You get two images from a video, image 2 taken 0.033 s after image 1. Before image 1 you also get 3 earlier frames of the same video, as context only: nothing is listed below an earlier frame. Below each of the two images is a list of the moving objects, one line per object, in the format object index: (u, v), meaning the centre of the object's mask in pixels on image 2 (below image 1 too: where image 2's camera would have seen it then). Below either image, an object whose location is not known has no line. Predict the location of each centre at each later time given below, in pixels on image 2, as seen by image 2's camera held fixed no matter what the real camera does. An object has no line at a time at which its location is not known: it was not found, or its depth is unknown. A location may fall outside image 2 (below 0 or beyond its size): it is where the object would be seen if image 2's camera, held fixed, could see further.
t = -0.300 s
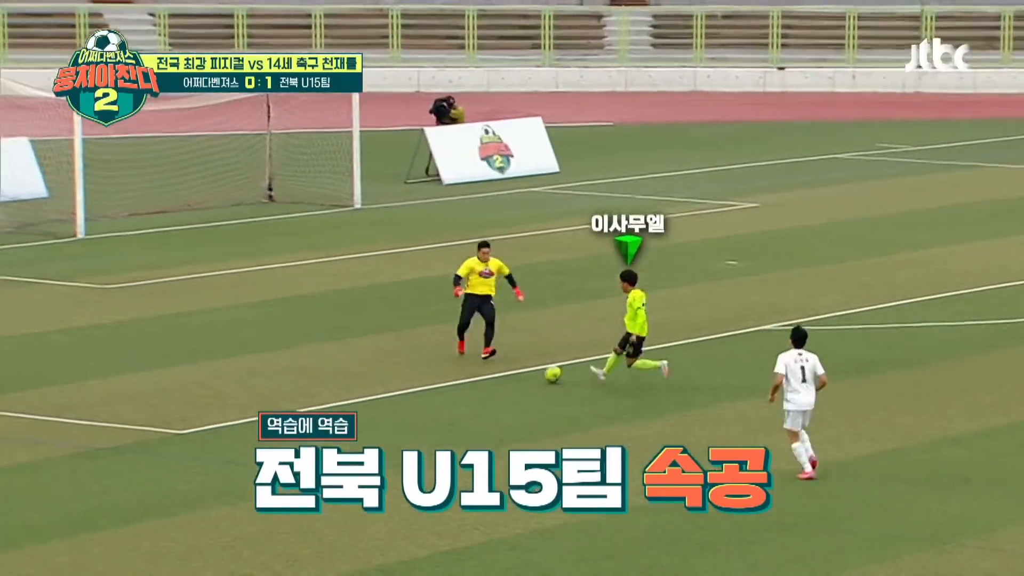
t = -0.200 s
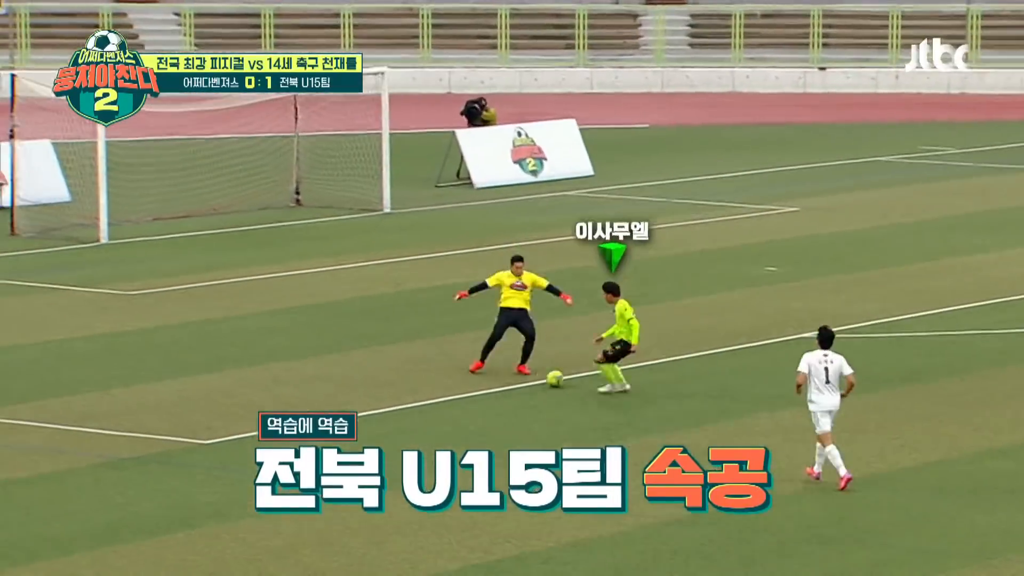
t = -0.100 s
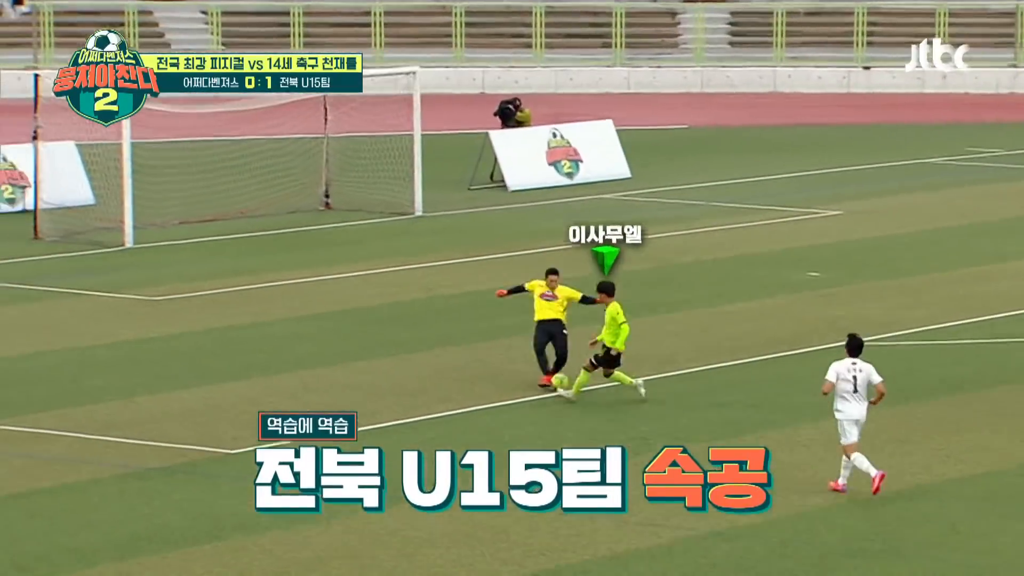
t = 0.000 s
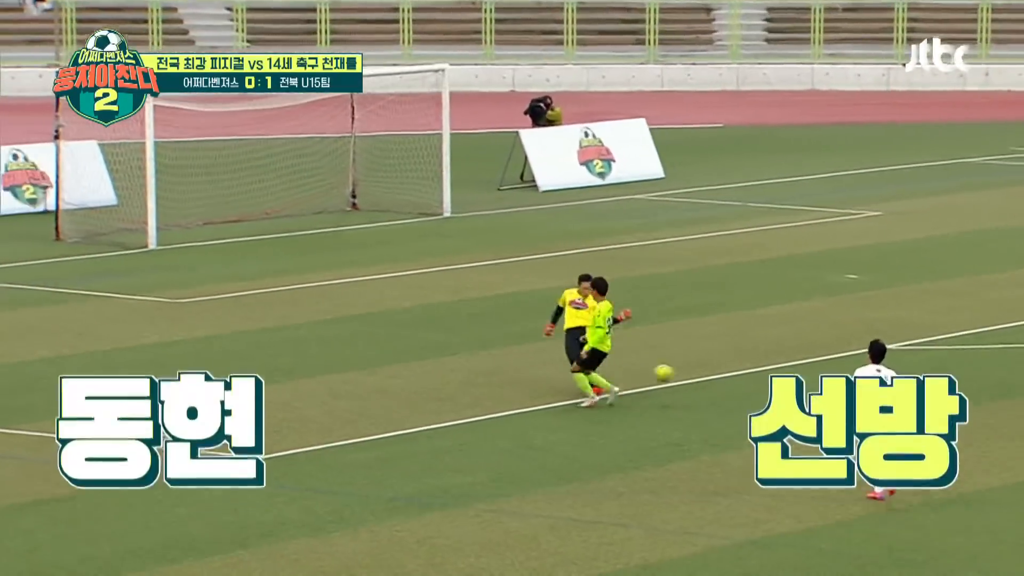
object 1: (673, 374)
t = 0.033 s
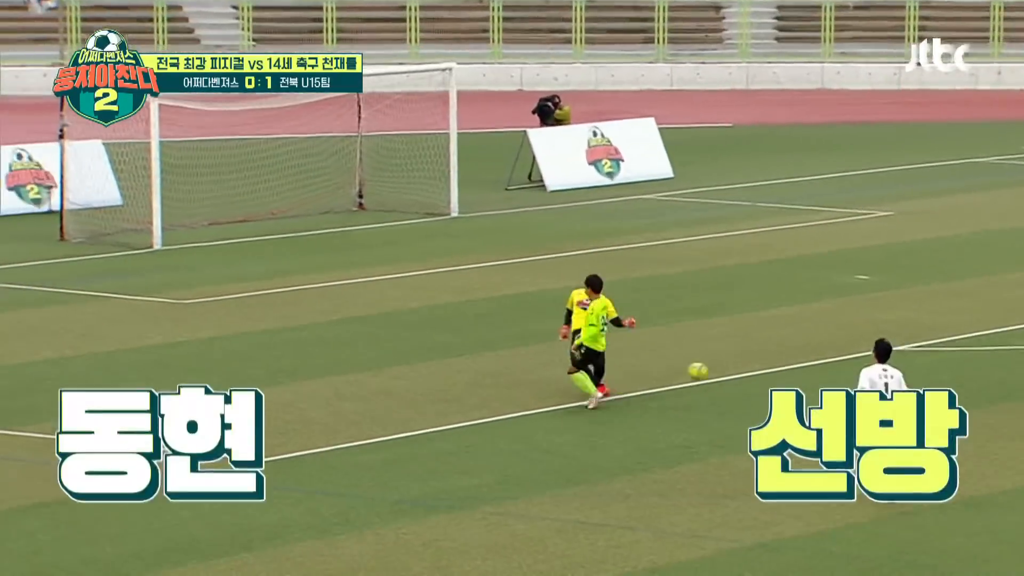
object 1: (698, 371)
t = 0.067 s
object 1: (723, 368)
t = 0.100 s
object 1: (748, 367)
